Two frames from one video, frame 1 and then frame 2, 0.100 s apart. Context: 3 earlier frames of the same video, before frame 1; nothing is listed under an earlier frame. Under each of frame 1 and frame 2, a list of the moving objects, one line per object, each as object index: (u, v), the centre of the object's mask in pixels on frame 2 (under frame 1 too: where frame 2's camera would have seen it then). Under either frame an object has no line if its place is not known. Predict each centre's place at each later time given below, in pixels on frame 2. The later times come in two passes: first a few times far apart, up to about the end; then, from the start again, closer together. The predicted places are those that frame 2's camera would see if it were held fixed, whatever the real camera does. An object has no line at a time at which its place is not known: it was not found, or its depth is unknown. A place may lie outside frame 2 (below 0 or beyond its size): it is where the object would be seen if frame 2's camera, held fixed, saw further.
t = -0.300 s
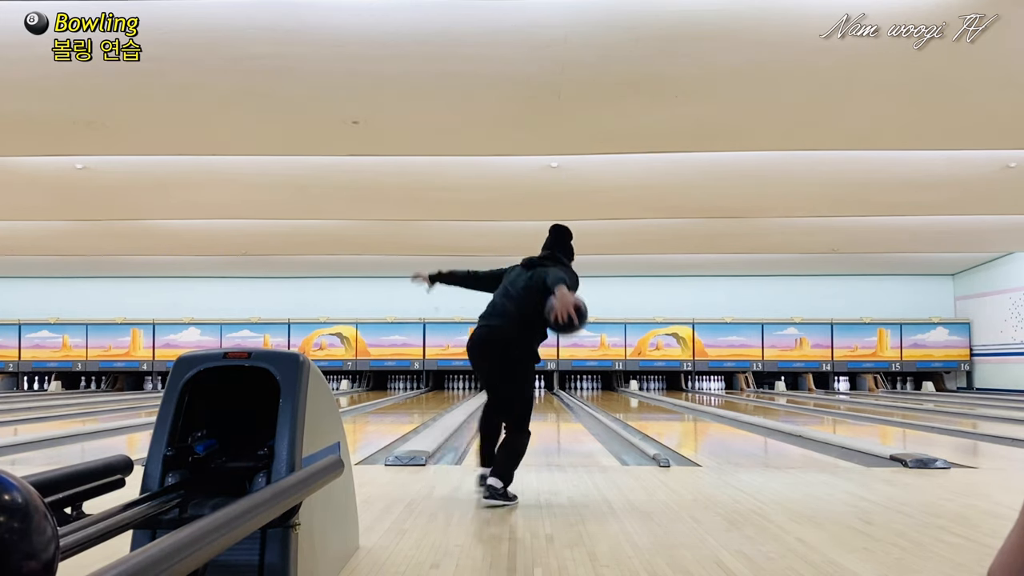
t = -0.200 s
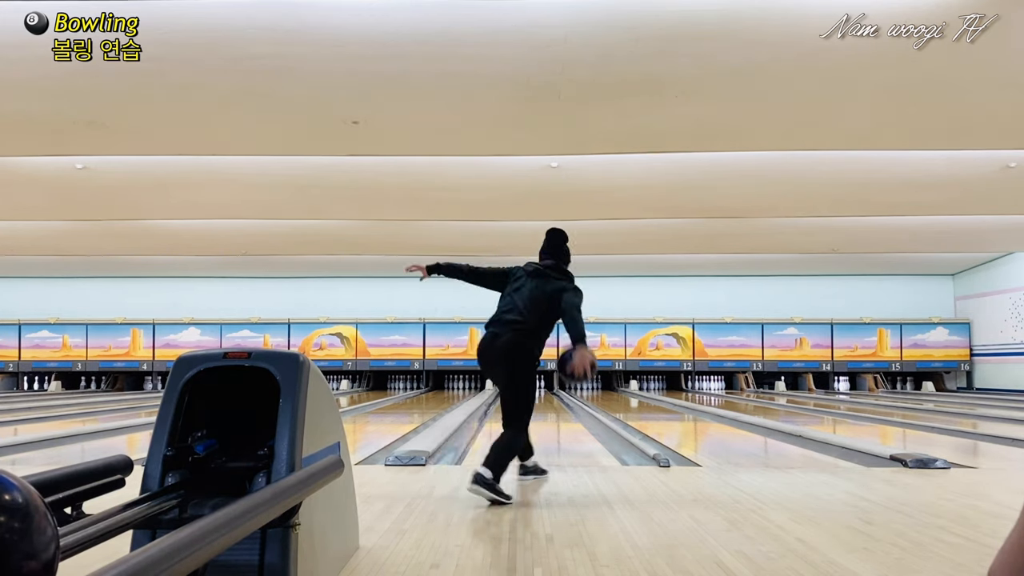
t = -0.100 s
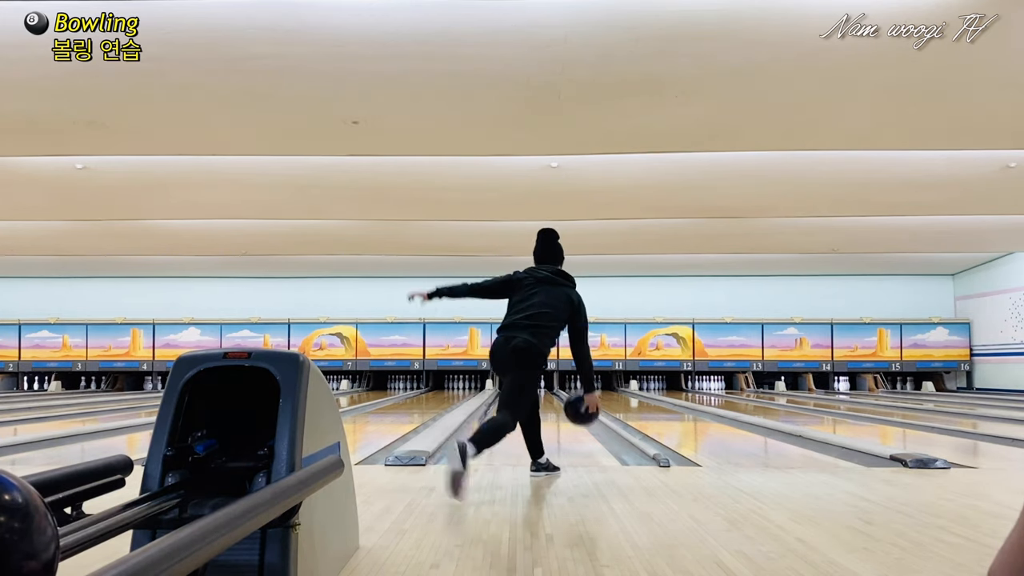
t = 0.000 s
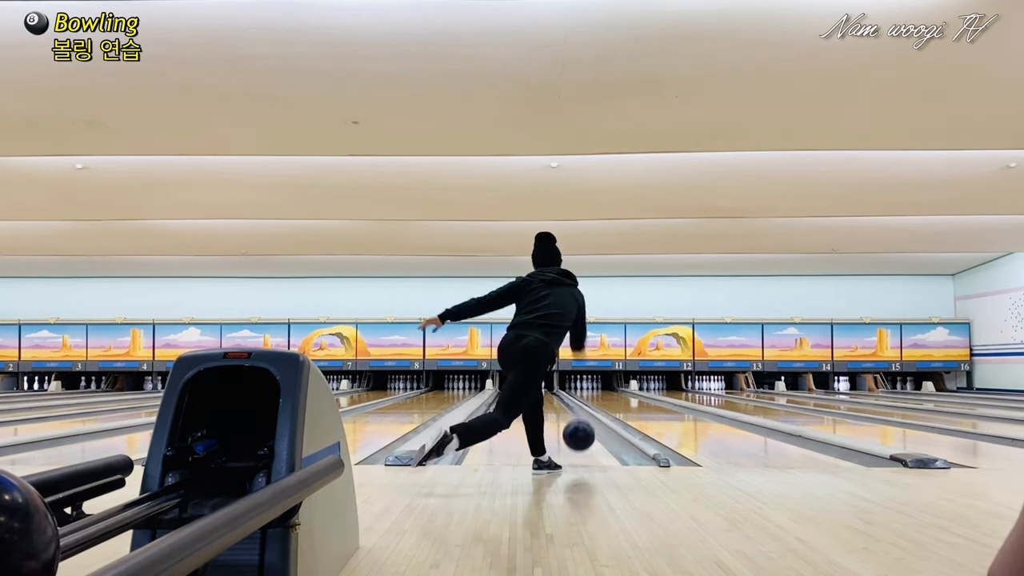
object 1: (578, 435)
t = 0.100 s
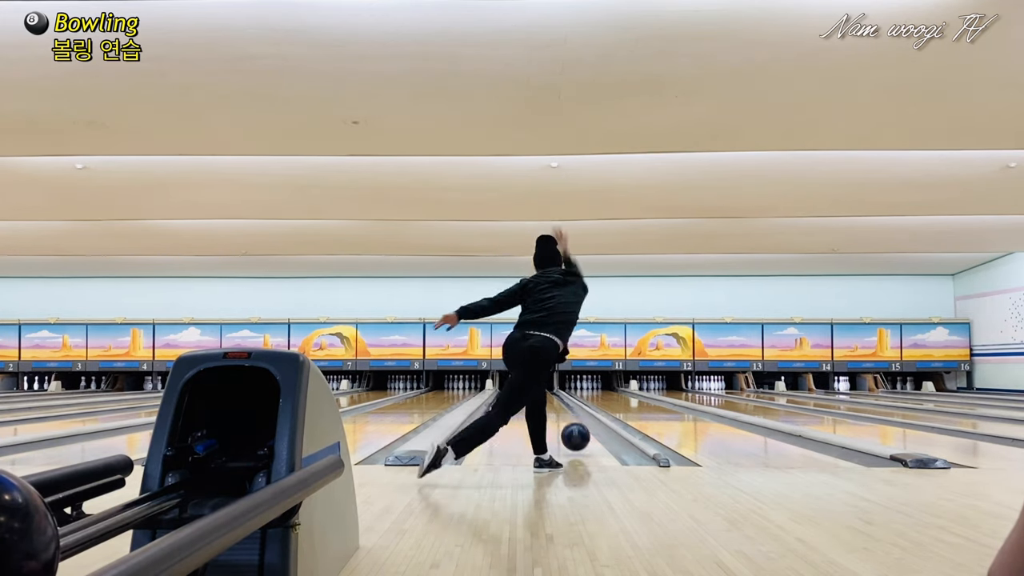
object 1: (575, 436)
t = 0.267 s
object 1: (570, 429)
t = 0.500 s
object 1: (565, 418)
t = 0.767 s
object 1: (560, 410)
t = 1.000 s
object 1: (557, 405)
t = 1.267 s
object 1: (552, 400)
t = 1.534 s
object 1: (546, 396)
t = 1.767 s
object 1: (542, 394)
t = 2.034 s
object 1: (538, 391)
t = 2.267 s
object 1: (535, 389)
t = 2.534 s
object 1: (532, 388)
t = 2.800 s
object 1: (529, 387)
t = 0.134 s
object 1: (575, 434)
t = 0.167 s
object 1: (573, 432)
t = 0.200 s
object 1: (572, 433)
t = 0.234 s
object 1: (571, 431)
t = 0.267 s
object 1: (570, 429)
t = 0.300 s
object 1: (570, 427)
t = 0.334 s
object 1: (569, 426)
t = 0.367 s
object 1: (568, 424)
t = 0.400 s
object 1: (567, 422)
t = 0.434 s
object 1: (566, 421)
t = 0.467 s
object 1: (565, 419)
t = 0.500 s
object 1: (565, 418)
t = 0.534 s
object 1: (564, 416)
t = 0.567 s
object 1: (563, 415)
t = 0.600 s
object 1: (563, 414)
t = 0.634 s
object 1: (562, 413)
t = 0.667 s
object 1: (561, 412)
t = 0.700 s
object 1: (561, 411)
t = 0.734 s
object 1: (560, 411)
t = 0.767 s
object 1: (560, 410)
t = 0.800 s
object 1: (559, 409)
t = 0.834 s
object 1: (558, 408)
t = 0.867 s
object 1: (558, 407)
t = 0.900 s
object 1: (558, 406)
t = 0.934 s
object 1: (557, 406)
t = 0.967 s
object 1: (557, 405)
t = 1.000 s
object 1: (557, 405)
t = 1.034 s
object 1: (557, 404)
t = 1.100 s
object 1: (556, 404)
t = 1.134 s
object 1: (555, 403)
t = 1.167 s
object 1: (554, 402)
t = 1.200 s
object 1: (554, 401)
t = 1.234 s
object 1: (553, 400)
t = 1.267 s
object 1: (552, 400)
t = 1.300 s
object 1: (550, 399)
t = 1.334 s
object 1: (549, 398)
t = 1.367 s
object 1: (549, 398)
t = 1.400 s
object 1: (548, 397)
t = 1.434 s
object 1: (547, 397)
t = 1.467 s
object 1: (547, 396)
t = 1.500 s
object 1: (547, 396)
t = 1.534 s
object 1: (546, 396)
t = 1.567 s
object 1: (546, 395)
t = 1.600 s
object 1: (545, 395)
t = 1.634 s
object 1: (544, 395)
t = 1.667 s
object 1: (544, 394)
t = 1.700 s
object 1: (543, 394)
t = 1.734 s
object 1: (542, 394)
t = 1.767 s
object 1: (542, 394)
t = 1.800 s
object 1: (541, 393)
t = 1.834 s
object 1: (540, 393)
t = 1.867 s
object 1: (540, 393)
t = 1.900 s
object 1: (540, 393)
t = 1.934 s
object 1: (539, 393)
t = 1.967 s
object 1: (539, 392)
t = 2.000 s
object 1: (538, 391)
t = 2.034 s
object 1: (538, 391)
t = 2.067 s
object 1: (537, 390)
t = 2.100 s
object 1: (537, 390)
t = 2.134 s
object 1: (536, 390)
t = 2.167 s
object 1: (536, 390)
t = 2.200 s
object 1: (535, 390)
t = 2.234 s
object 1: (535, 389)
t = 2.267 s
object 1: (535, 389)
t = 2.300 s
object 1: (534, 389)
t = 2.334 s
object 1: (533, 389)
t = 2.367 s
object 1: (533, 389)
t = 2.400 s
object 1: (533, 389)
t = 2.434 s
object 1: (532, 389)
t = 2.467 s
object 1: (532, 388)
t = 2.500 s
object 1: (532, 388)
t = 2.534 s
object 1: (532, 388)
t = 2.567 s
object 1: (532, 388)
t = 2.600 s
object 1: (531, 388)
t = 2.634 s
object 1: (531, 388)
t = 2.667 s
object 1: (531, 387)
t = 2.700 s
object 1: (531, 387)
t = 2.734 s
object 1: (530, 387)
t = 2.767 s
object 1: (530, 387)
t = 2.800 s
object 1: (529, 387)
